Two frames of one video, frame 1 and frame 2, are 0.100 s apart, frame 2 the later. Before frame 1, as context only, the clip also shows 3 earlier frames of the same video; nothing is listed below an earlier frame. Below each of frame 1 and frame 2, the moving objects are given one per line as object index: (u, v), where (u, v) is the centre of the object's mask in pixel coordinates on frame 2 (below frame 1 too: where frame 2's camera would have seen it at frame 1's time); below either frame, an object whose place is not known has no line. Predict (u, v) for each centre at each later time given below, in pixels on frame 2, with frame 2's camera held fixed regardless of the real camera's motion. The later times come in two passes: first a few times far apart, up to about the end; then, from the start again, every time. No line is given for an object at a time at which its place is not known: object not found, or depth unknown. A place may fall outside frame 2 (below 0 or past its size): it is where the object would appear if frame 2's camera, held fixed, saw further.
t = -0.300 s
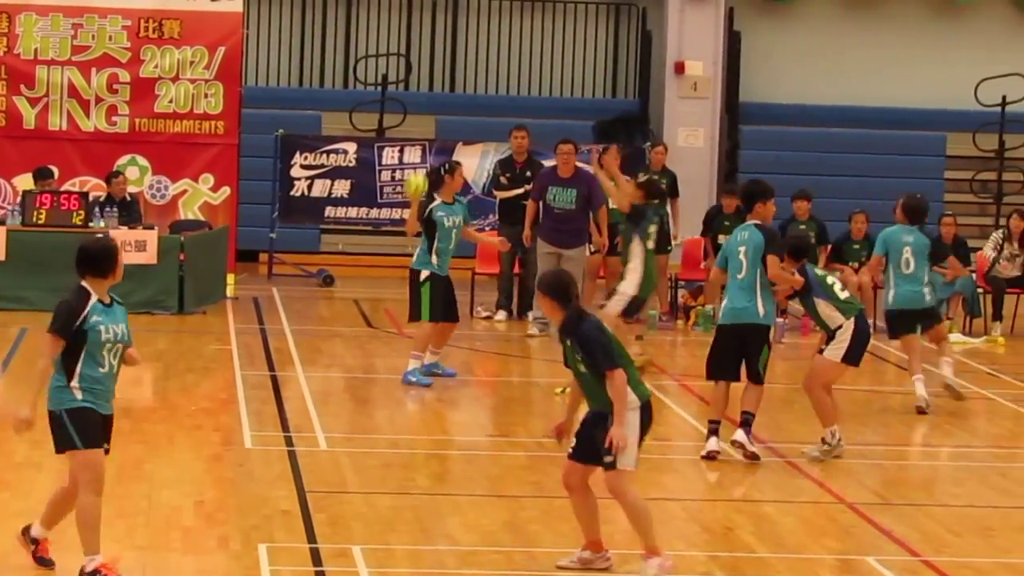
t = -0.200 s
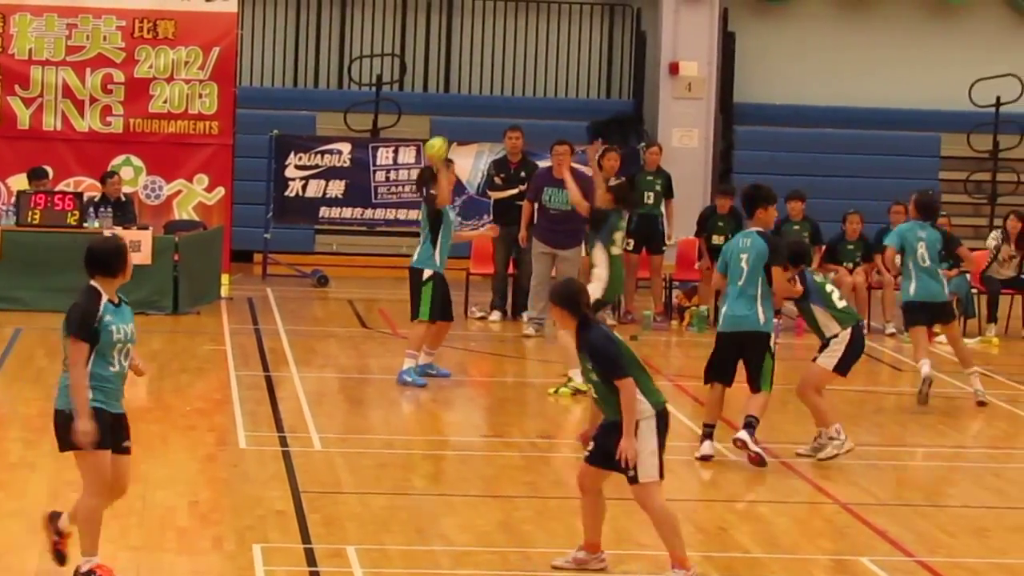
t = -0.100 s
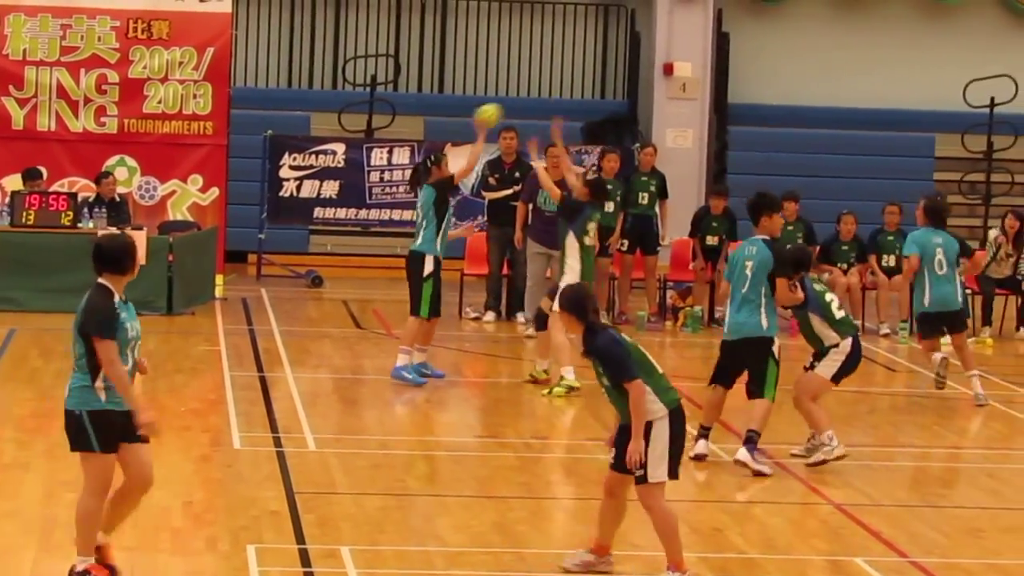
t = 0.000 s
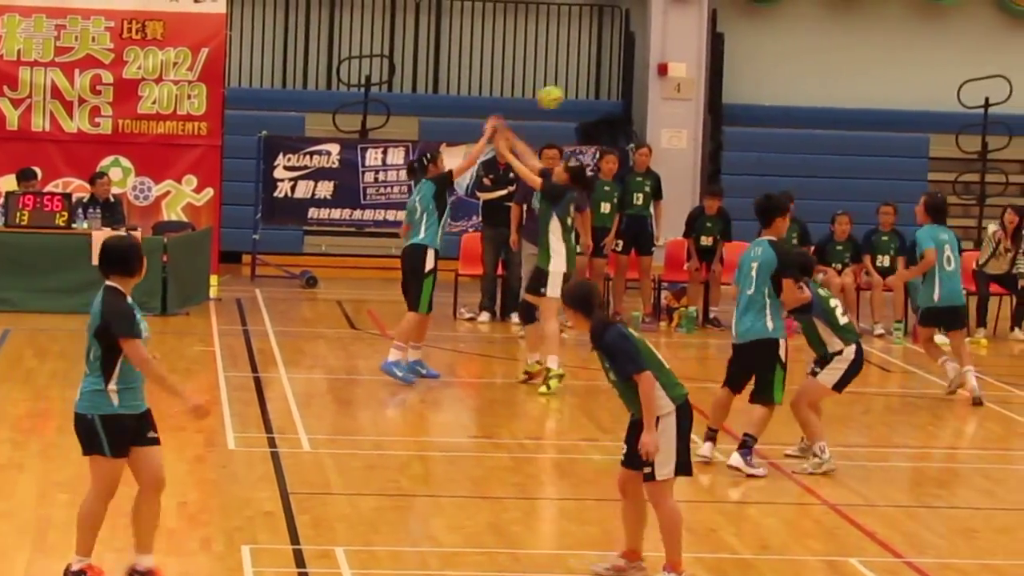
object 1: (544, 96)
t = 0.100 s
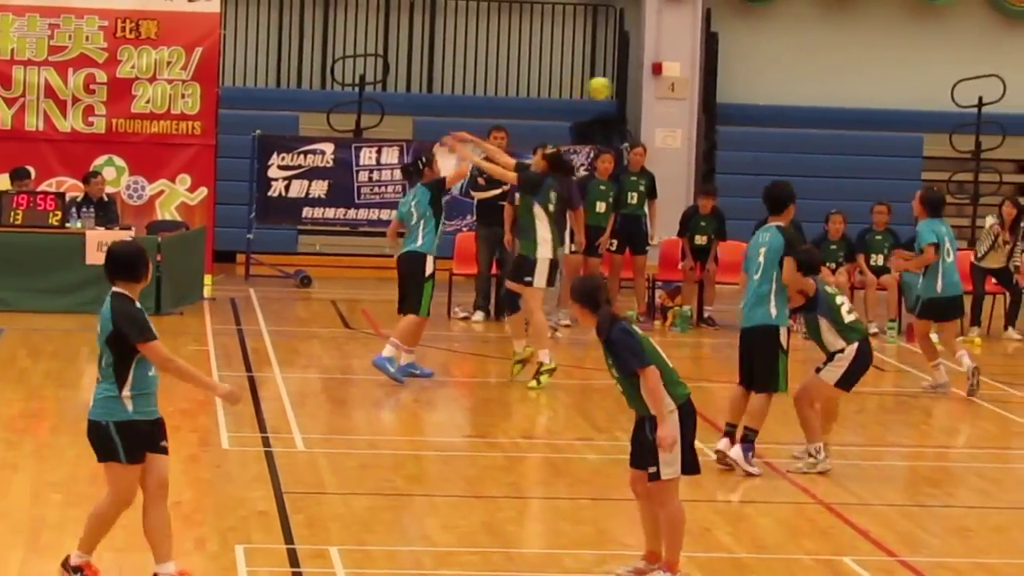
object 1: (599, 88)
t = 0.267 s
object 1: (687, 101)
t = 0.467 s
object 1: (787, 163)
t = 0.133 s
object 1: (617, 88)
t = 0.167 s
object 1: (634, 90)
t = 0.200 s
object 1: (652, 92)
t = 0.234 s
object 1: (669, 96)
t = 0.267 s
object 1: (687, 101)
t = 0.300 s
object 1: (705, 109)
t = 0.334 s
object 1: (720, 117)
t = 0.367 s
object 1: (737, 127)
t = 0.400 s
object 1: (754, 137)
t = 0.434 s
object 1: (771, 149)
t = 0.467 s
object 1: (787, 163)
